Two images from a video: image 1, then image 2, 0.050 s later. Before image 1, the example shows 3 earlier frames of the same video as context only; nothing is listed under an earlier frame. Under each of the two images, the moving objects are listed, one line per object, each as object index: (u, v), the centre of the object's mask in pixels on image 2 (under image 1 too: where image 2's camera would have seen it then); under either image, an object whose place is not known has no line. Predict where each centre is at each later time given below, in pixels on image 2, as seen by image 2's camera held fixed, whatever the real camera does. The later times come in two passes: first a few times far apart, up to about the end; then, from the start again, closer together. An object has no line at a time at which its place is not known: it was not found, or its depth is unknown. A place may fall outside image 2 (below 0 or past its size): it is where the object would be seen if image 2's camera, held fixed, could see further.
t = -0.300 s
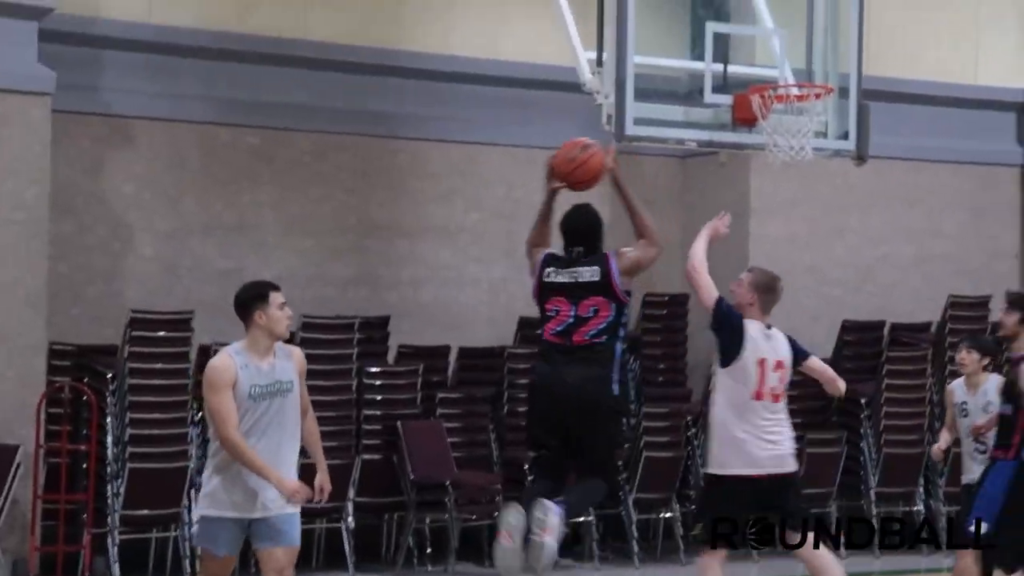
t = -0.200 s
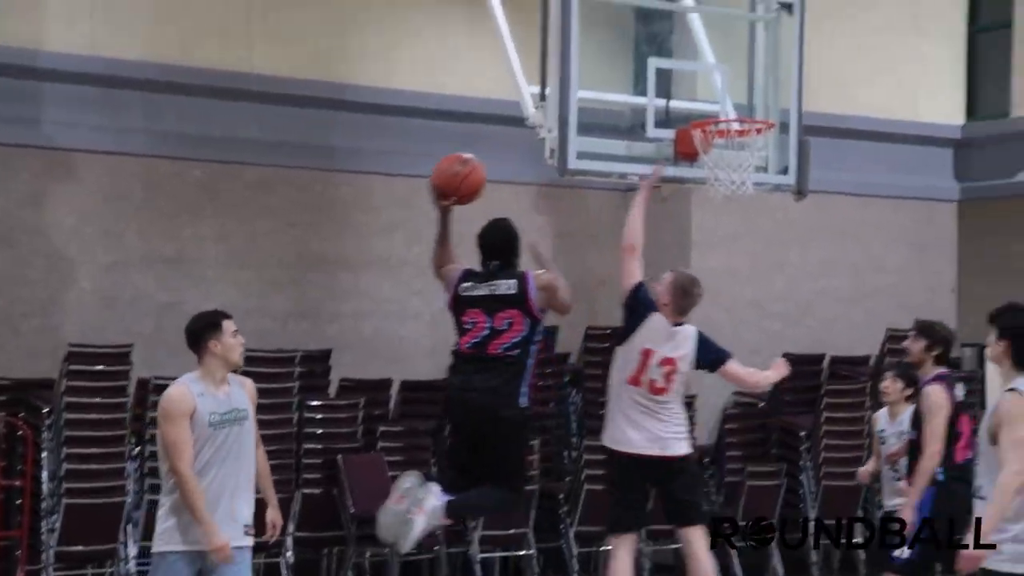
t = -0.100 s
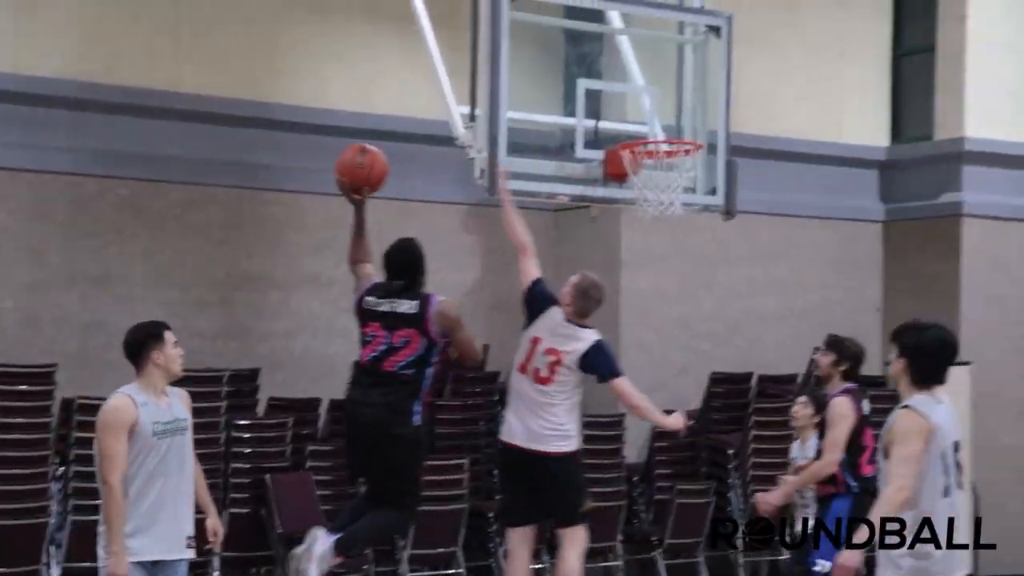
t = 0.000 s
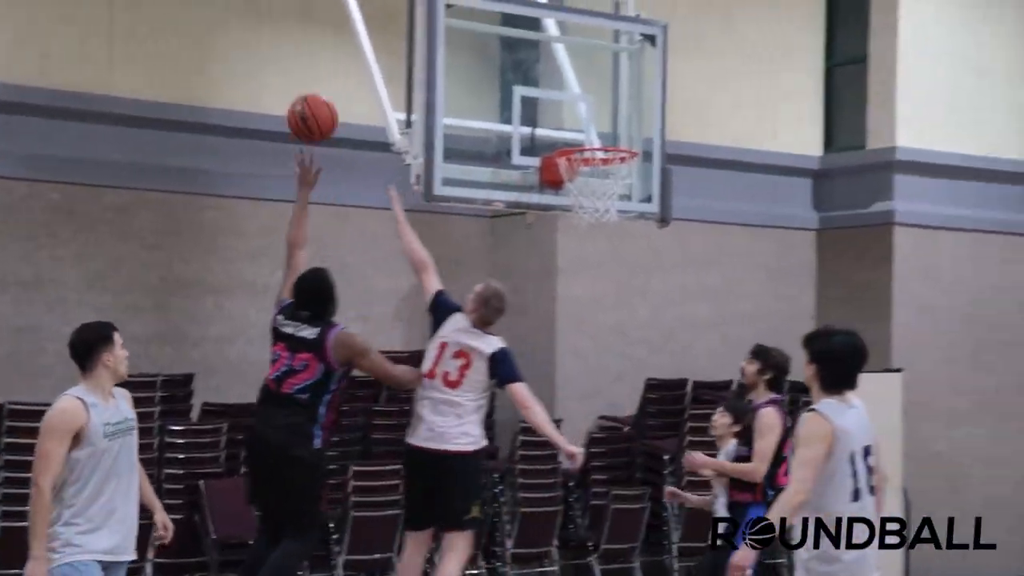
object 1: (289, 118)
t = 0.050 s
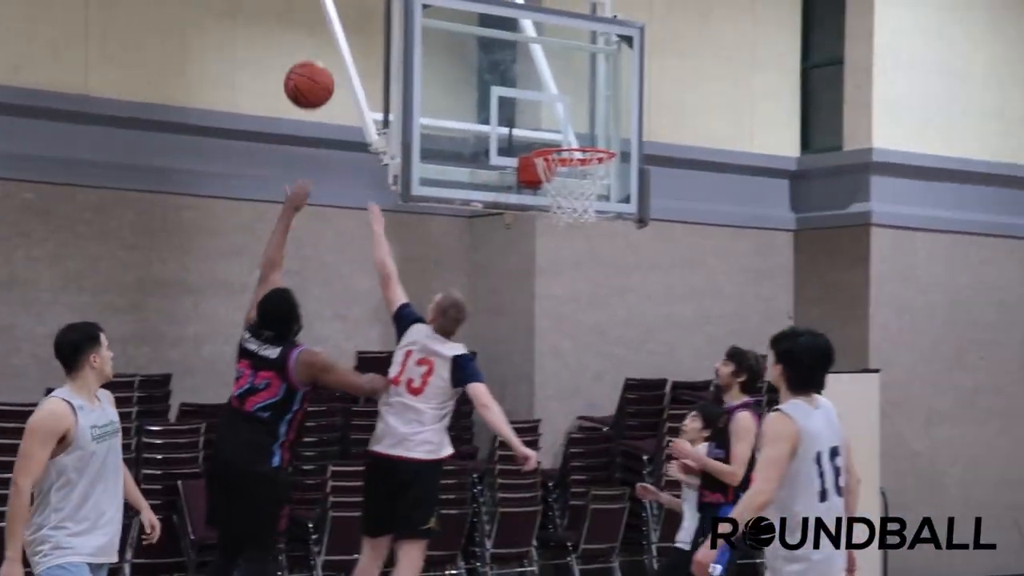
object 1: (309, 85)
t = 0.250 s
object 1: (380, 22)
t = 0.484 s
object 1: (451, 30)
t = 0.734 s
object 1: (536, 113)
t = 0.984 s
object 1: (597, 204)
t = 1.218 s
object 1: (595, 283)
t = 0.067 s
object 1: (315, 75)
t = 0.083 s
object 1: (321, 67)
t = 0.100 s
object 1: (327, 58)
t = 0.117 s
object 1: (333, 51)
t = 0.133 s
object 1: (339, 43)
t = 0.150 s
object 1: (346, 38)
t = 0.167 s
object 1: (351, 31)
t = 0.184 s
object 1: (357, 28)
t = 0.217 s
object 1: (368, 24)
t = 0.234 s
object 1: (374, 23)
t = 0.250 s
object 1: (380, 22)
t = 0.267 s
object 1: (385, 22)
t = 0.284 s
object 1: (390, 21)
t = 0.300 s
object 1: (396, 21)
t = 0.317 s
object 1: (401, 21)
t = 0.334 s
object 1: (407, 21)
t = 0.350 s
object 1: (411, 22)
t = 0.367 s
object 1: (417, 22)
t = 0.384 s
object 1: (421, 23)
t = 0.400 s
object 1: (426, 23)
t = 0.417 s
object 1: (431, 25)
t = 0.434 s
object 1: (436, 25)
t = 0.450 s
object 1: (441, 26)
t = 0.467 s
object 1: (446, 28)
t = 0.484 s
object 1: (451, 30)
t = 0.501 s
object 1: (455, 33)
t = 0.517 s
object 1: (460, 35)
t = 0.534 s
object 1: (464, 38)
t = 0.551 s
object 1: (468, 43)
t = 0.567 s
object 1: (473, 49)
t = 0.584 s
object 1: (477, 55)
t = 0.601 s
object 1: (482, 61)
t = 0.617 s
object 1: (487, 66)
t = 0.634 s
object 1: (495, 71)
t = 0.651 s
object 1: (501, 77)
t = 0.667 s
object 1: (508, 83)
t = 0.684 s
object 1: (515, 90)
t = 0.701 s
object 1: (522, 97)
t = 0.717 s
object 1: (529, 104)
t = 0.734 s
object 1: (536, 113)
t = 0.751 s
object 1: (543, 121)
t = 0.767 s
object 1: (549, 130)
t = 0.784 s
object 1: (557, 136)
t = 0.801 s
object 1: (565, 147)
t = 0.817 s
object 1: (573, 160)
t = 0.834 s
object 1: (577, 172)
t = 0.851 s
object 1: (584, 180)
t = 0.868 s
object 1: (589, 188)
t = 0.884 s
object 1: (591, 193)
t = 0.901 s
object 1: (592, 194)
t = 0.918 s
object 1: (593, 196)
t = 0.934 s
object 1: (595, 198)
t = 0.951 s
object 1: (596, 200)
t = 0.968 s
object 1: (596, 202)
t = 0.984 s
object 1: (597, 204)
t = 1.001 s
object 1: (594, 211)
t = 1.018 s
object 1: (595, 213)
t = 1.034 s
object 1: (595, 216)
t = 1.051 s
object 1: (596, 219)
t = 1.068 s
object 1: (596, 223)
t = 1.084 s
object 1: (596, 227)
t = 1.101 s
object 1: (596, 233)
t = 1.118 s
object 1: (595, 239)
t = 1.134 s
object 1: (596, 244)
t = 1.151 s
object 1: (595, 251)
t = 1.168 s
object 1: (595, 259)
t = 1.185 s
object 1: (595, 266)
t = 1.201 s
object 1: (595, 275)
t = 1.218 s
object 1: (595, 283)
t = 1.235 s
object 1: (595, 292)
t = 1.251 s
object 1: (595, 302)
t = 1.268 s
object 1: (595, 312)
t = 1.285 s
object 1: (595, 322)
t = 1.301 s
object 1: (596, 330)
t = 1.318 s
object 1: (599, 338)
